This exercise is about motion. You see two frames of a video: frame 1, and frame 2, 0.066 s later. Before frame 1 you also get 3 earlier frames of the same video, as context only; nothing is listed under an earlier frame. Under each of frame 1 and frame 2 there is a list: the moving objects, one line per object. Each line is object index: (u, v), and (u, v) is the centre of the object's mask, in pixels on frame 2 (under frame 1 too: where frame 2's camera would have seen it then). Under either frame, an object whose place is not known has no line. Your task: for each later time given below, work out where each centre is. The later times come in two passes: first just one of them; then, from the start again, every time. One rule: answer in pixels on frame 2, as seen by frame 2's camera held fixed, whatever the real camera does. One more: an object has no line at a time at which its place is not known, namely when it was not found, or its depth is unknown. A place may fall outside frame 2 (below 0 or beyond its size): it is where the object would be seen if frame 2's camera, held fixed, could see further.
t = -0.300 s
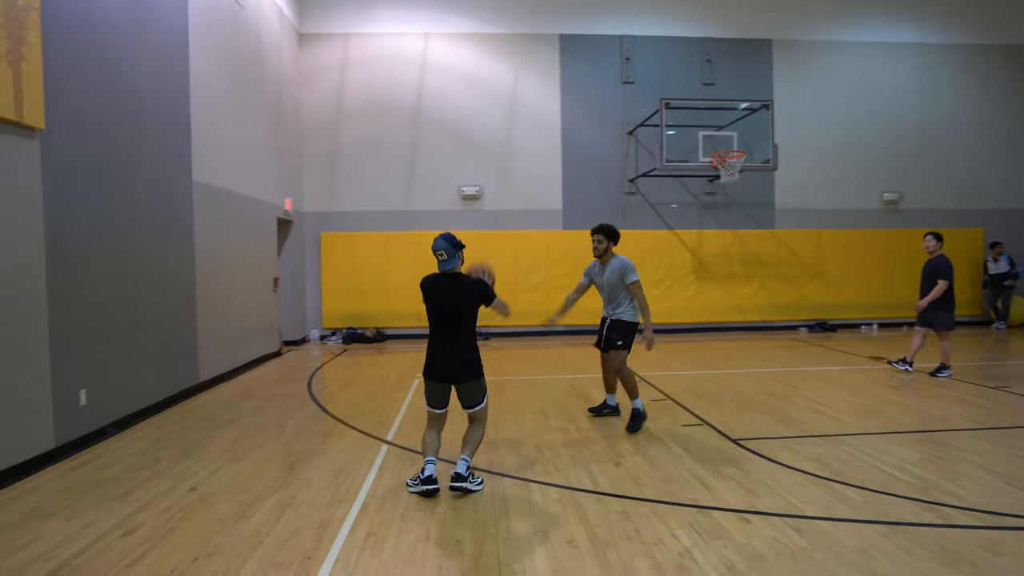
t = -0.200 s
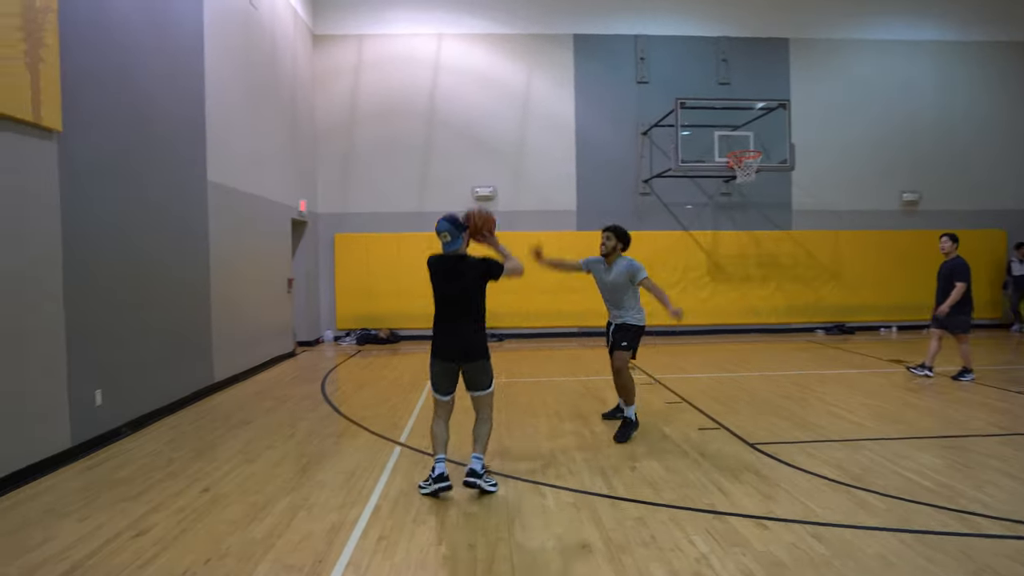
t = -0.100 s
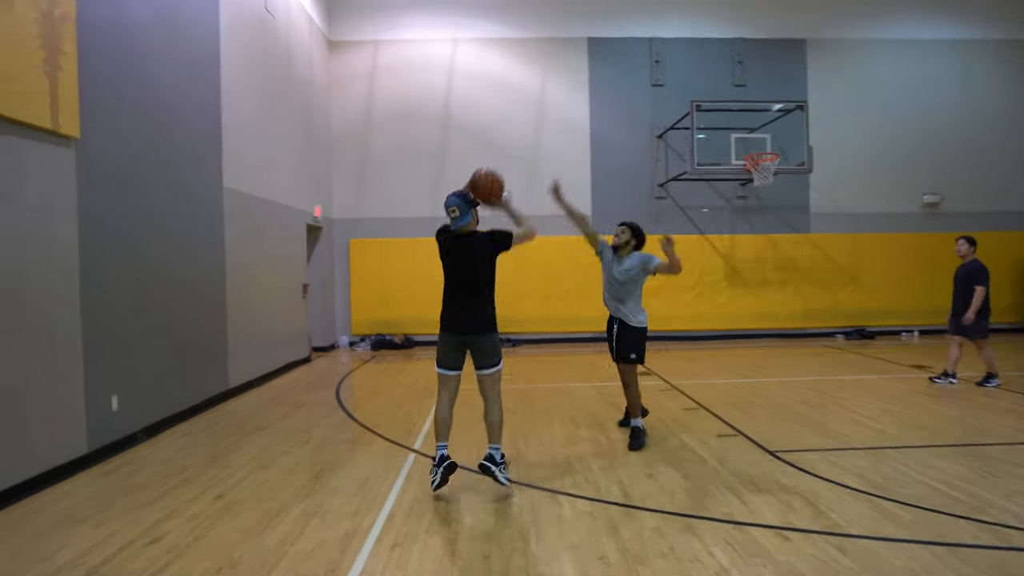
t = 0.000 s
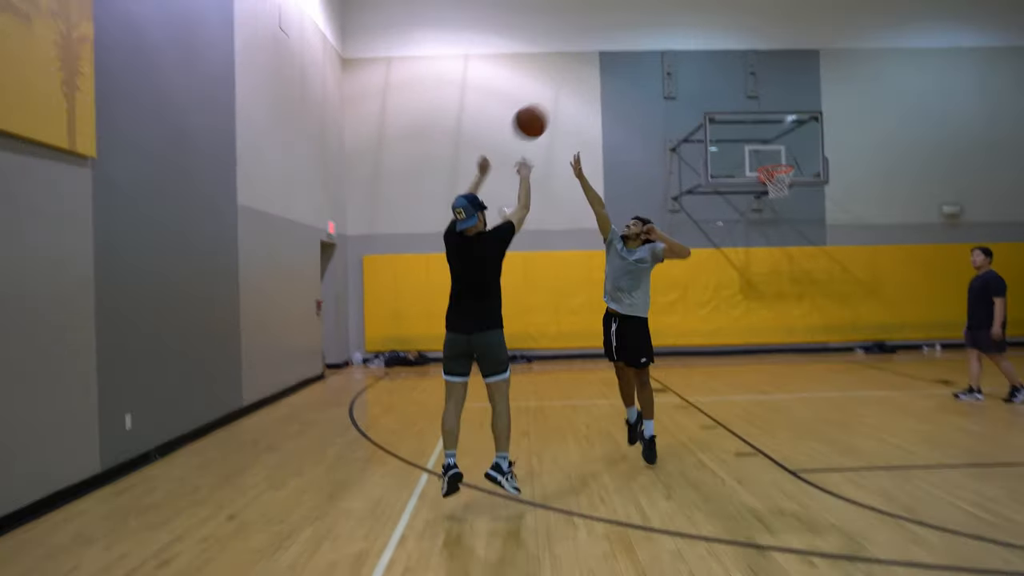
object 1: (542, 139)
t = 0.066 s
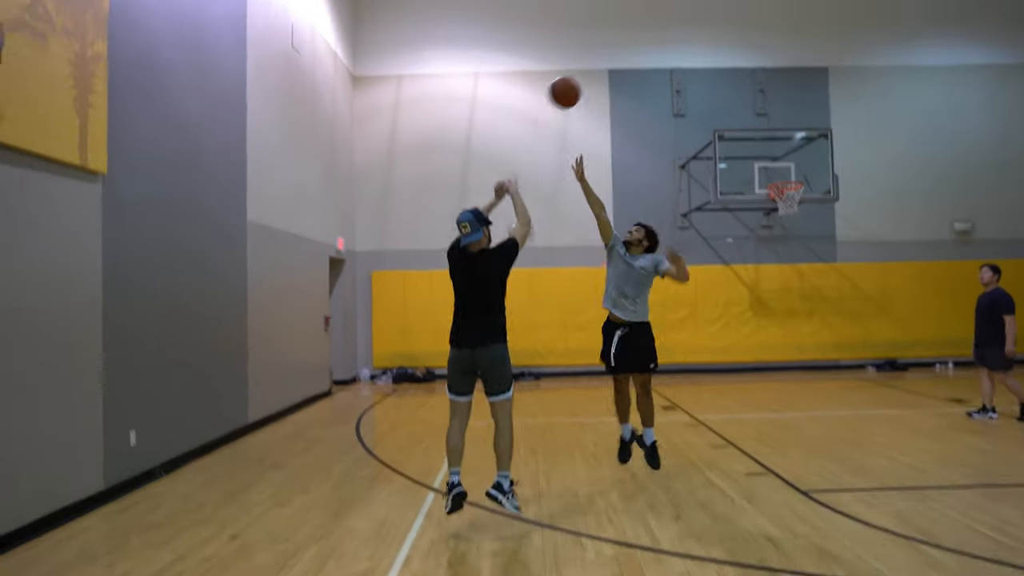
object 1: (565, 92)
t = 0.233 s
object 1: (618, 16)
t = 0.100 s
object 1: (577, 72)
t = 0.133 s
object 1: (588, 55)
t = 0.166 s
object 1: (598, 40)
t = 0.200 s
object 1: (608, 27)
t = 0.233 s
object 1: (618, 16)
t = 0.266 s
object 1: (627, 5)
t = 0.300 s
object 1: (636, -2)
